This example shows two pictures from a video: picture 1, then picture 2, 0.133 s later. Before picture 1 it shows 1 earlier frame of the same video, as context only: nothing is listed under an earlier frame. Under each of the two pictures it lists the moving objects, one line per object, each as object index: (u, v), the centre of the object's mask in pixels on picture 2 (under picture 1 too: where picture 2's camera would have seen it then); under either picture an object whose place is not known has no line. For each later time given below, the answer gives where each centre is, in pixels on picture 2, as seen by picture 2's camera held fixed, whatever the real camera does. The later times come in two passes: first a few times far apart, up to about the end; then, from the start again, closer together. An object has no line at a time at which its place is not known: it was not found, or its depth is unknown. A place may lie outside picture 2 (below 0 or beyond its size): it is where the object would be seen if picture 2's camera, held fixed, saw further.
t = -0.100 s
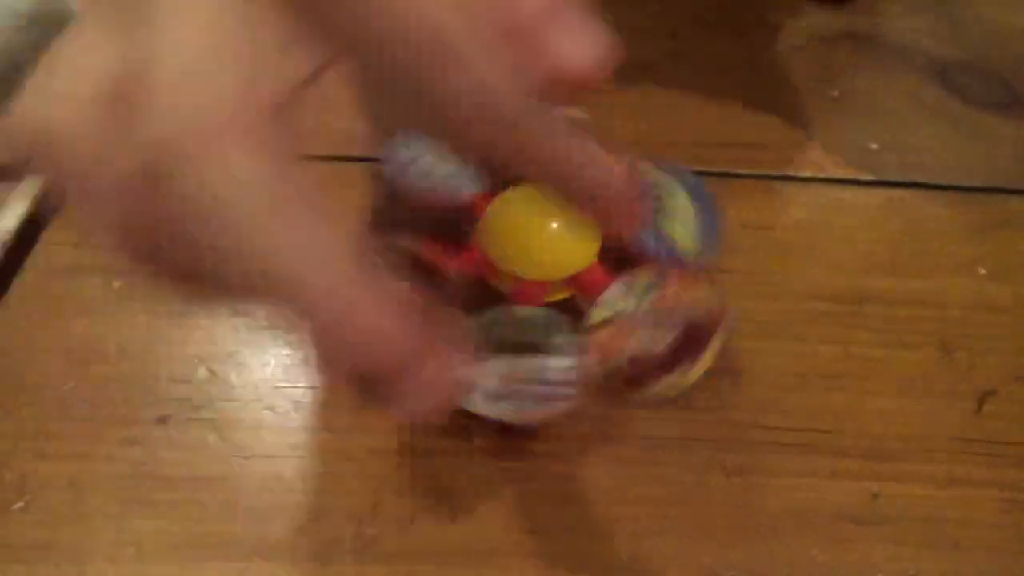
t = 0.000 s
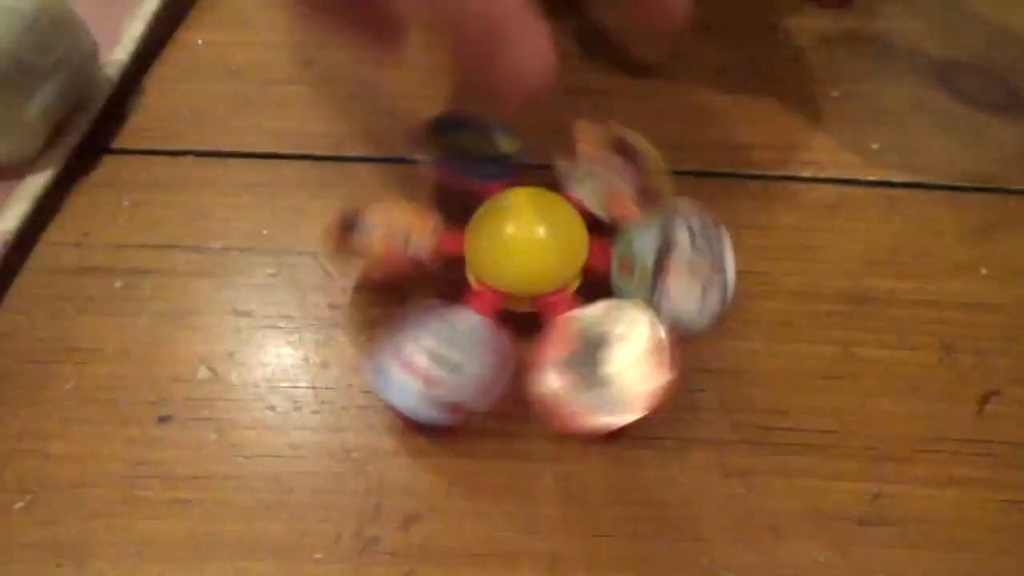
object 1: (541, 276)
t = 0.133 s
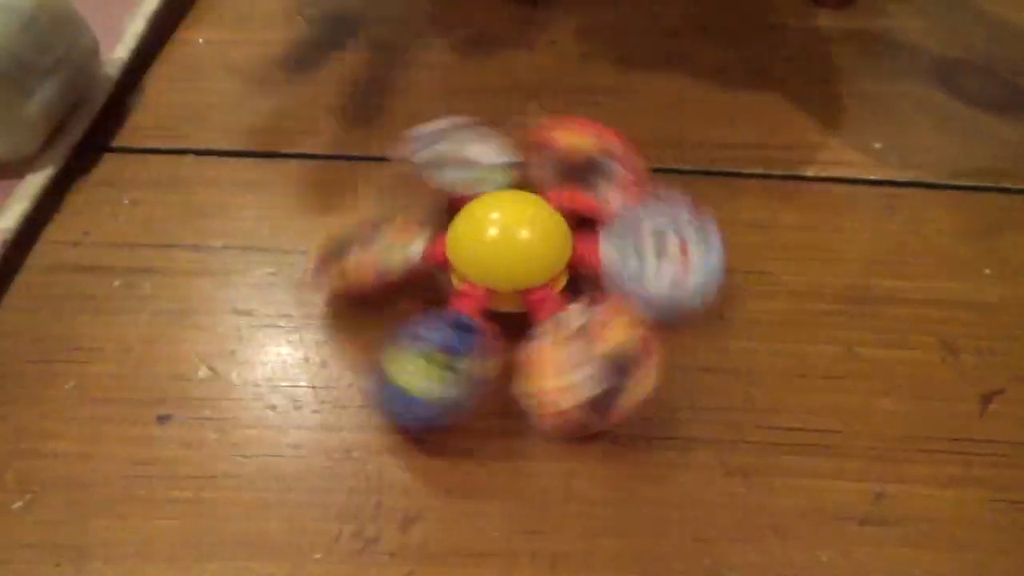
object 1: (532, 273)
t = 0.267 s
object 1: (512, 269)
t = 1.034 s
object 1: (489, 271)
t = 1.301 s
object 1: (509, 266)
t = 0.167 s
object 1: (529, 268)
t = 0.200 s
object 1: (517, 266)
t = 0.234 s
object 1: (513, 272)
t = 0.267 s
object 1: (512, 269)
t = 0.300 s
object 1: (500, 273)
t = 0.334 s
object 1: (506, 269)
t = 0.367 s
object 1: (502, 268)
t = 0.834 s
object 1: (524, 277)
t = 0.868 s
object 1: (510, 274)
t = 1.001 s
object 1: (503, 268)
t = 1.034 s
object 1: (489, 271)
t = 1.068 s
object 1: (501, 269)
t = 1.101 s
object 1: (485, 267)
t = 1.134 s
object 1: (502, 269)
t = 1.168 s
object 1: (503, 270)
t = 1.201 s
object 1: (505, 269)
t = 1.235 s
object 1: (509, 269)
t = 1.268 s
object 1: (513, 267)
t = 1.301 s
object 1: (509, 266)
